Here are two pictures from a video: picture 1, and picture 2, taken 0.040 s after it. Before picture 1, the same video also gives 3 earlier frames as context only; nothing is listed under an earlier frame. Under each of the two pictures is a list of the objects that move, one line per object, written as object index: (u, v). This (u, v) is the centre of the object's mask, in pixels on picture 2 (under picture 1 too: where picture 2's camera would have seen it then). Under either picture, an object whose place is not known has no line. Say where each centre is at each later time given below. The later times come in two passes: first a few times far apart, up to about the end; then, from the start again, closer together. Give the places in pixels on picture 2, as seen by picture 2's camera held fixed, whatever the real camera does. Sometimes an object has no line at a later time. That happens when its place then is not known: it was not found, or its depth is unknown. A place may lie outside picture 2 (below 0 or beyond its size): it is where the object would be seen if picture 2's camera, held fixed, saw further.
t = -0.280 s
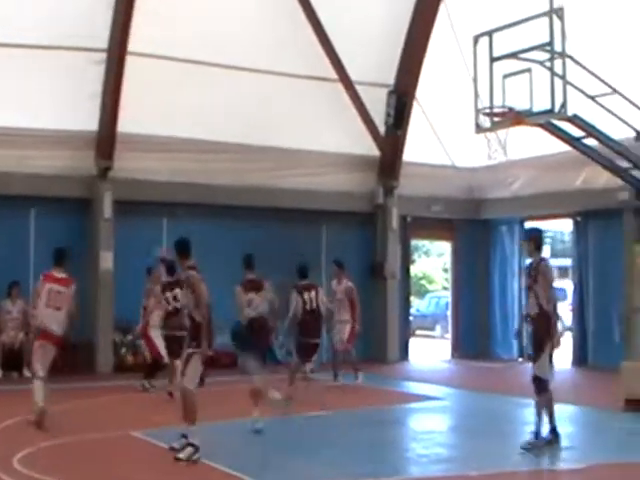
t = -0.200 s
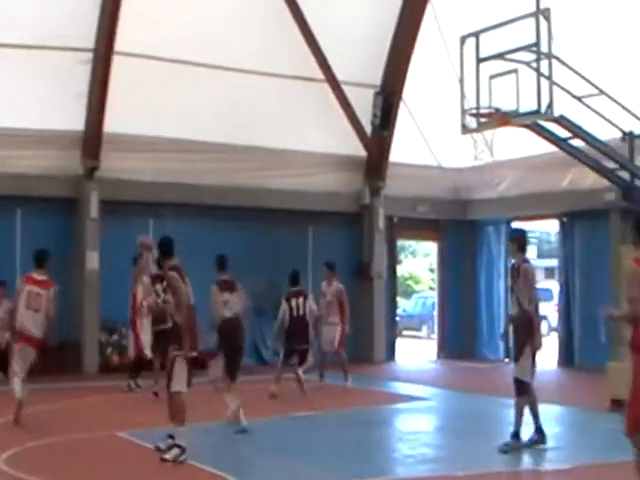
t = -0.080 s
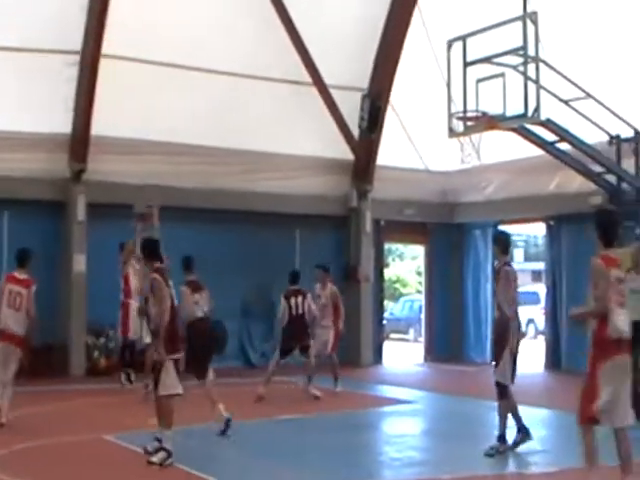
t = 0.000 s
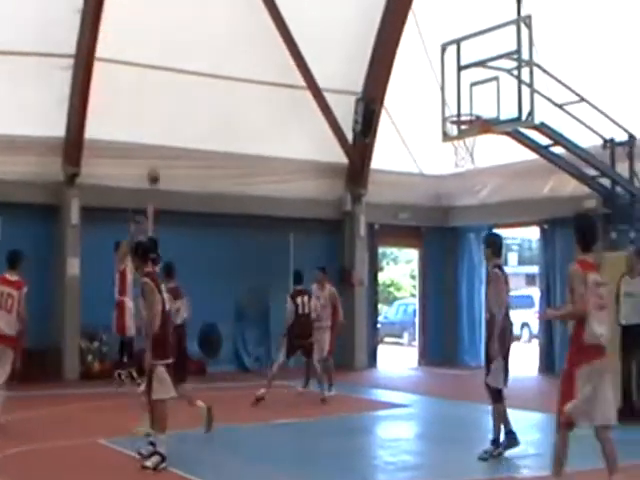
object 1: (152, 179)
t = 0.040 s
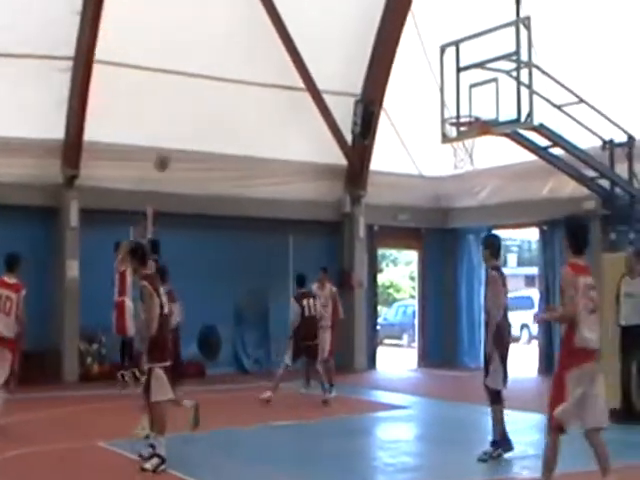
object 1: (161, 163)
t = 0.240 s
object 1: (213, 89)
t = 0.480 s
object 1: (278, 40)
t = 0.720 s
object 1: (348, 38)
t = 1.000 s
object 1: (439, 106)
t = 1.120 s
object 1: (441, 117)
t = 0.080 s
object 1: (172, 144)
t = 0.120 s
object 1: (182, 129)
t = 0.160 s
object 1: (192, 114)
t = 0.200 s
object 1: (203, 101)
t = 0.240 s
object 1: (213, 89)
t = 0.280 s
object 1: (224, 78)
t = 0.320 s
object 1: (234, 68)
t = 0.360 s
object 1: (245, 59)
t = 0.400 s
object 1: (255, 52)
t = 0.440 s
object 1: (266, 45)
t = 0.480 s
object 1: (278, 40)
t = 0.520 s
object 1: (290, 34)
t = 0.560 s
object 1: (300, 33)
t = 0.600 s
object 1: (311, 33)
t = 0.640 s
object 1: (324, 33)
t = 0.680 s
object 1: (336, 35)
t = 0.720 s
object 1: (348, 38)
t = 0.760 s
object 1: (360, 43)
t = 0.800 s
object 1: (373, 48)
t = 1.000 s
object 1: (439, 106)
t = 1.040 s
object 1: (449, 119)
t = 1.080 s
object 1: (448, 118)
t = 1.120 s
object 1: (441, 117)
